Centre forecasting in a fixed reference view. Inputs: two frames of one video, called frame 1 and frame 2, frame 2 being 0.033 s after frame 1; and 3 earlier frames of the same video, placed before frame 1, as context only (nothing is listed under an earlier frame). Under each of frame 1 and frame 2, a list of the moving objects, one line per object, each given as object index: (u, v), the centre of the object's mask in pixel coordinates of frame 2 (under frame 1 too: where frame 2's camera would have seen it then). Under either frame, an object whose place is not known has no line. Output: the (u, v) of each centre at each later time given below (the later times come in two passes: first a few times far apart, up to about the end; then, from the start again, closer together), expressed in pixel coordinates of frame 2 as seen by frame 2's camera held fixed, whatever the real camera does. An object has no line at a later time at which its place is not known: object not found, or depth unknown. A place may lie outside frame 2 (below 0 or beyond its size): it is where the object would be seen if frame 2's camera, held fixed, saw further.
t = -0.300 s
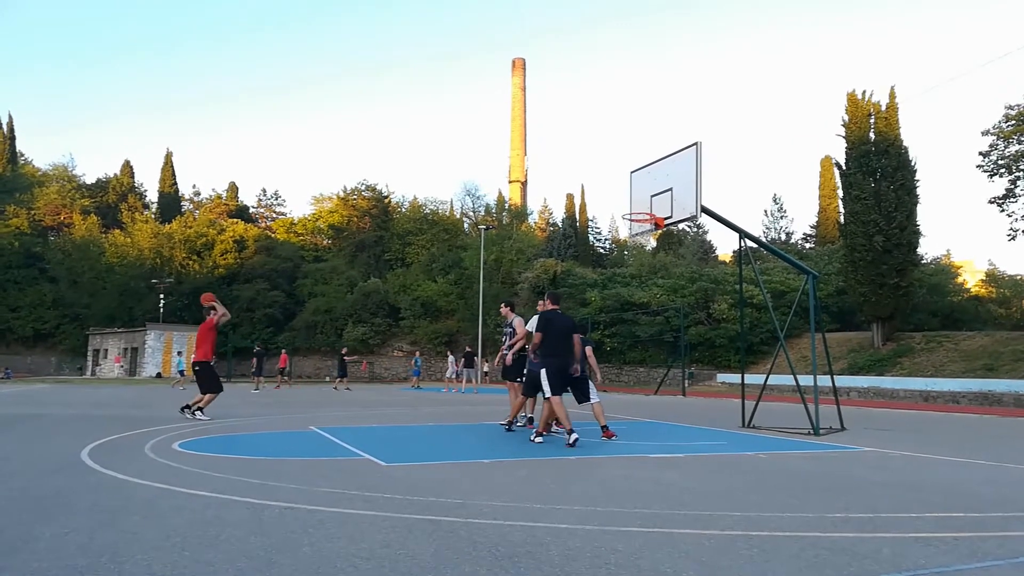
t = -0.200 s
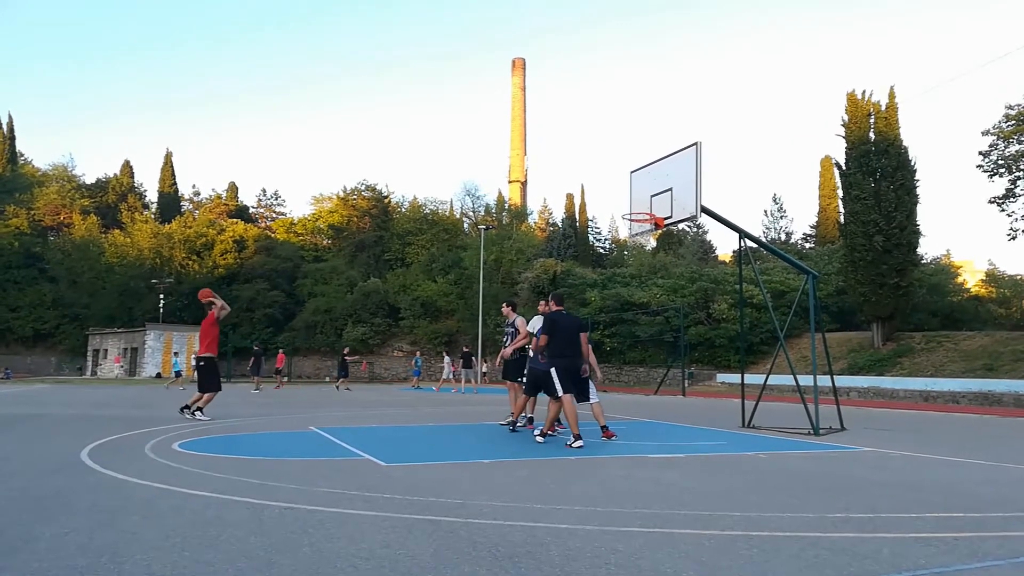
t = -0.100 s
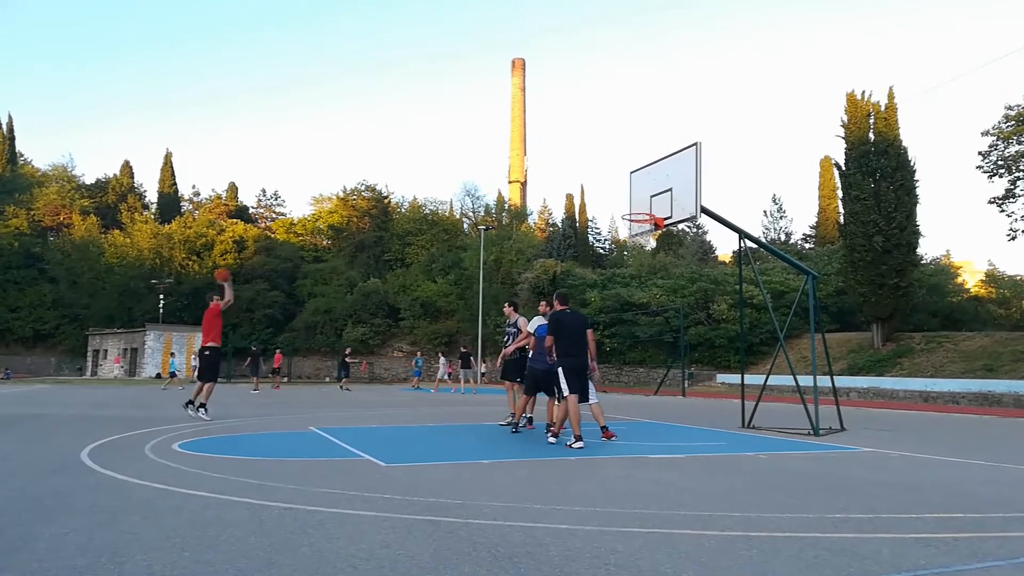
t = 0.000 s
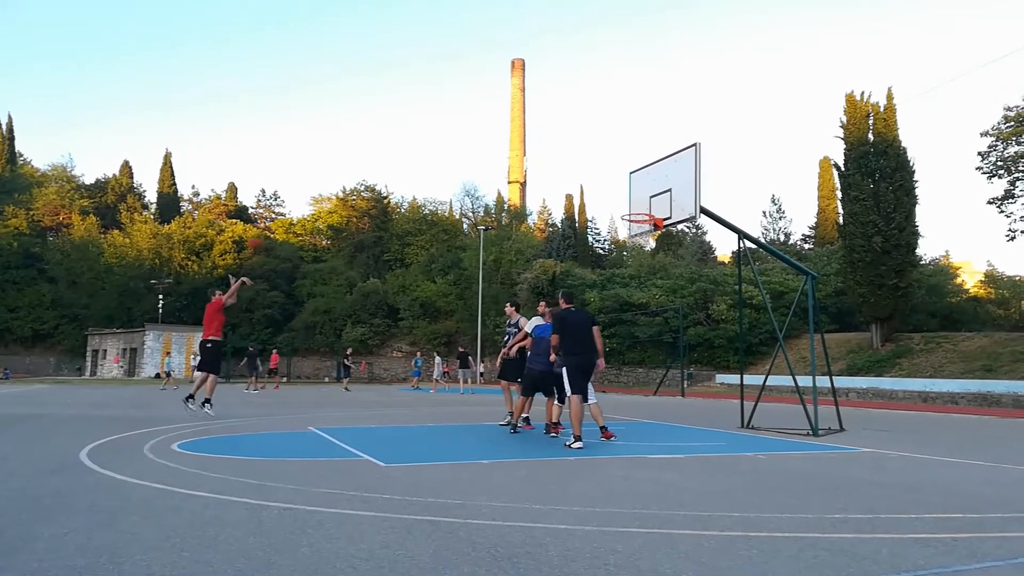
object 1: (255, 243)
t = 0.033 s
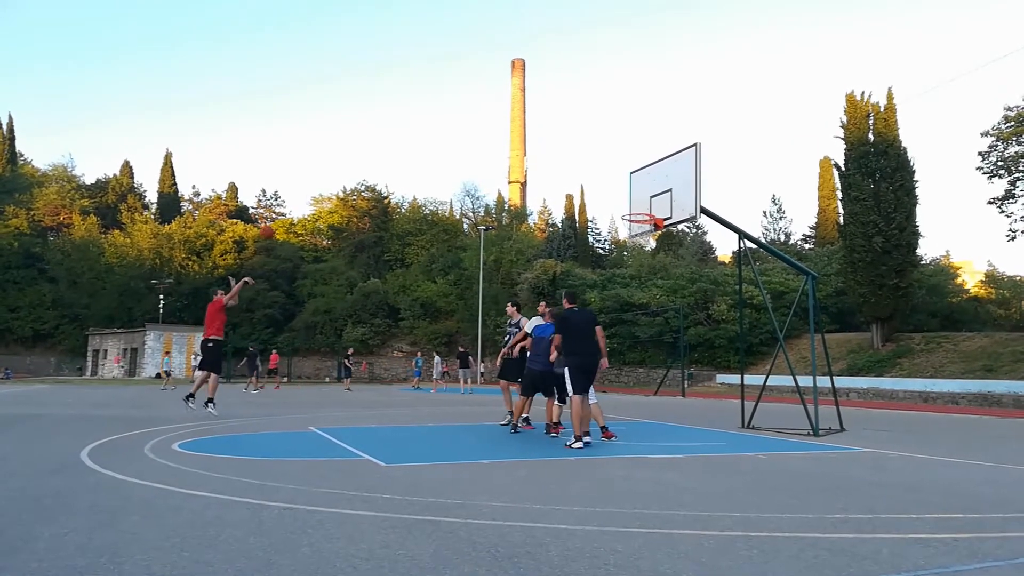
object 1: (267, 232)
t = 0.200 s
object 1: (325, 188)
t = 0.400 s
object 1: (393, 154)
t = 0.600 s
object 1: (462, 139)
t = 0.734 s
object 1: (509, 143)
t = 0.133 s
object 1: (302, 204)
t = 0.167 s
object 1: (314, 196)
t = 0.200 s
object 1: (325, 188)
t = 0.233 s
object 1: (336, 181)
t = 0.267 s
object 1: (348, 175)
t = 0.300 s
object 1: (359, 168)
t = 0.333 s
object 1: (370, 163)
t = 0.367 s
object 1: (382, 158)
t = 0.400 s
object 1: (393, 154)
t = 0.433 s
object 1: (405, 150)
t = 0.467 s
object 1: (416, 146)
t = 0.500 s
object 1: (428, 144)
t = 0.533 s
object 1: (439, 142)
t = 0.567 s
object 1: (450, 140)
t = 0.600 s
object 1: (462, 139)
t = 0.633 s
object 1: (474, 139)
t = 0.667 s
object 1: (486, 140)
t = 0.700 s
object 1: (497, 141)
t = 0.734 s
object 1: (509, 143)
